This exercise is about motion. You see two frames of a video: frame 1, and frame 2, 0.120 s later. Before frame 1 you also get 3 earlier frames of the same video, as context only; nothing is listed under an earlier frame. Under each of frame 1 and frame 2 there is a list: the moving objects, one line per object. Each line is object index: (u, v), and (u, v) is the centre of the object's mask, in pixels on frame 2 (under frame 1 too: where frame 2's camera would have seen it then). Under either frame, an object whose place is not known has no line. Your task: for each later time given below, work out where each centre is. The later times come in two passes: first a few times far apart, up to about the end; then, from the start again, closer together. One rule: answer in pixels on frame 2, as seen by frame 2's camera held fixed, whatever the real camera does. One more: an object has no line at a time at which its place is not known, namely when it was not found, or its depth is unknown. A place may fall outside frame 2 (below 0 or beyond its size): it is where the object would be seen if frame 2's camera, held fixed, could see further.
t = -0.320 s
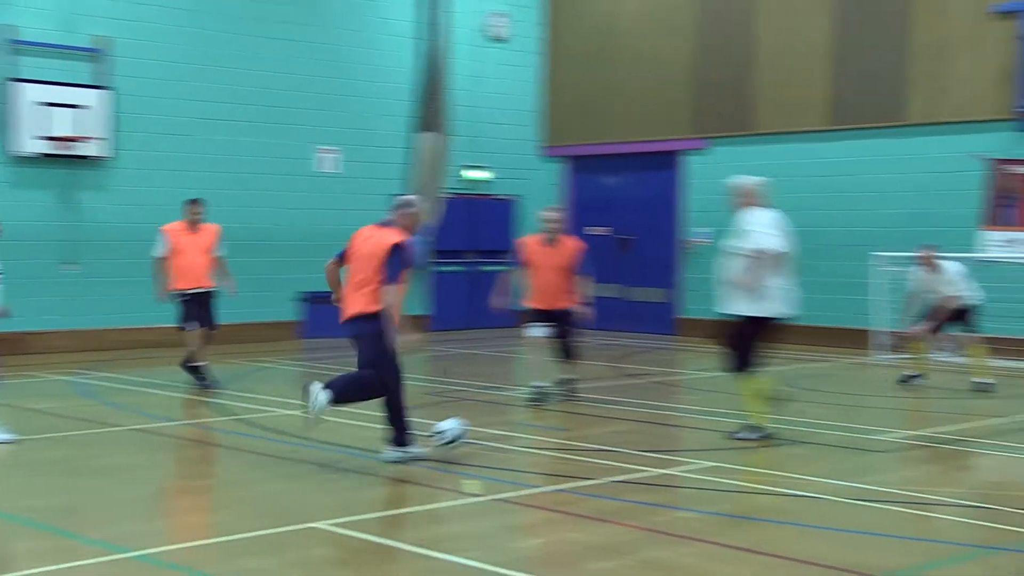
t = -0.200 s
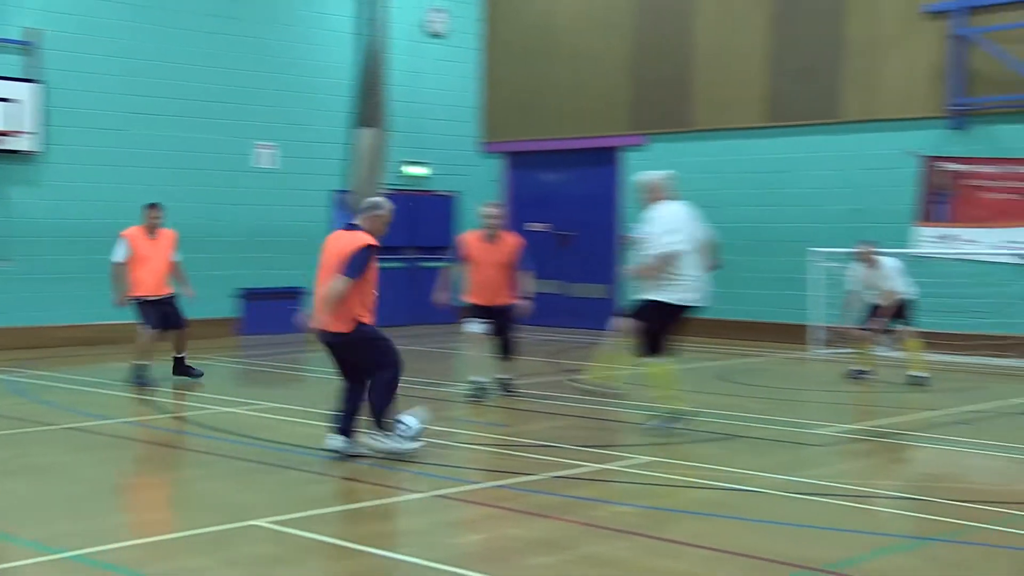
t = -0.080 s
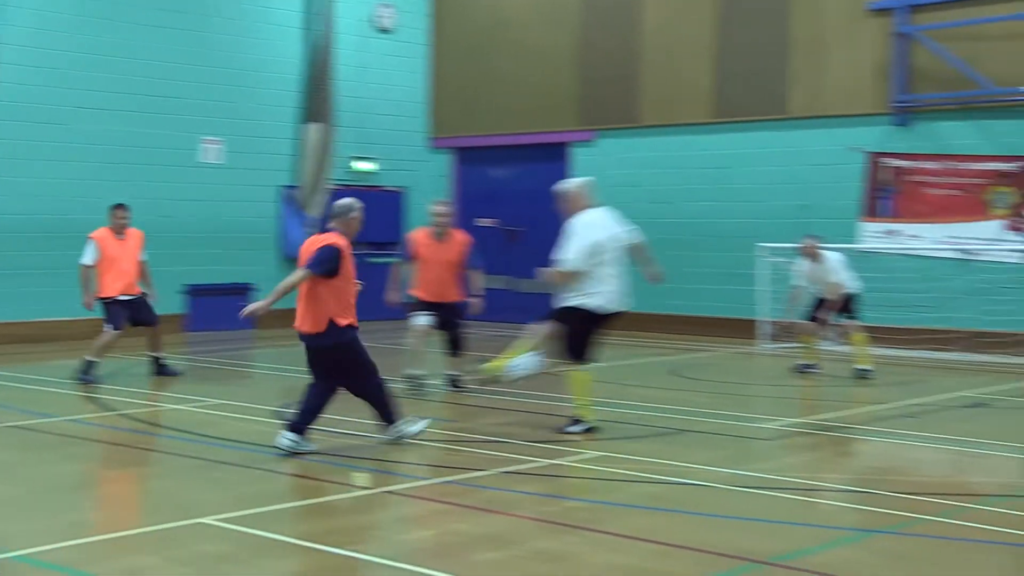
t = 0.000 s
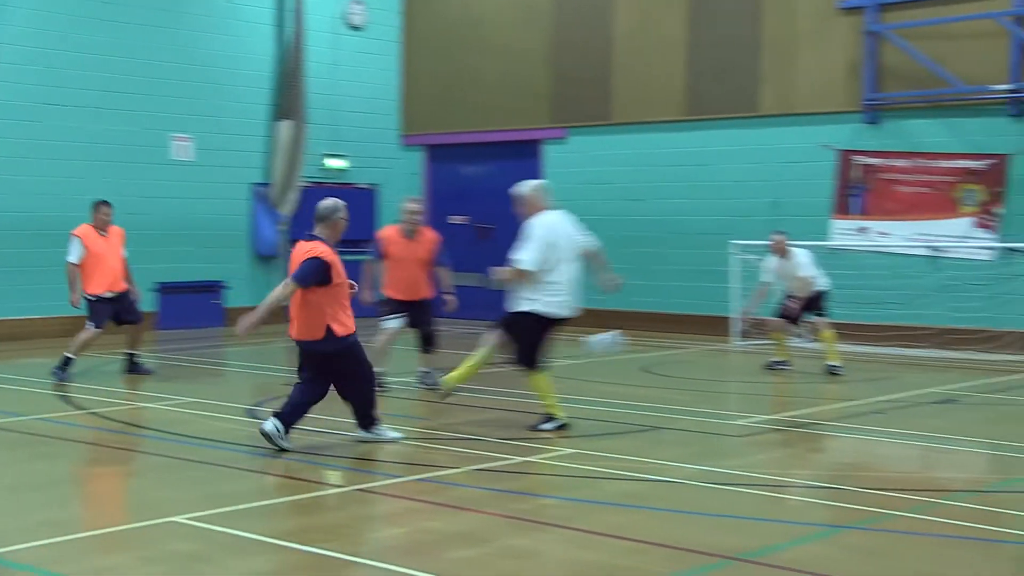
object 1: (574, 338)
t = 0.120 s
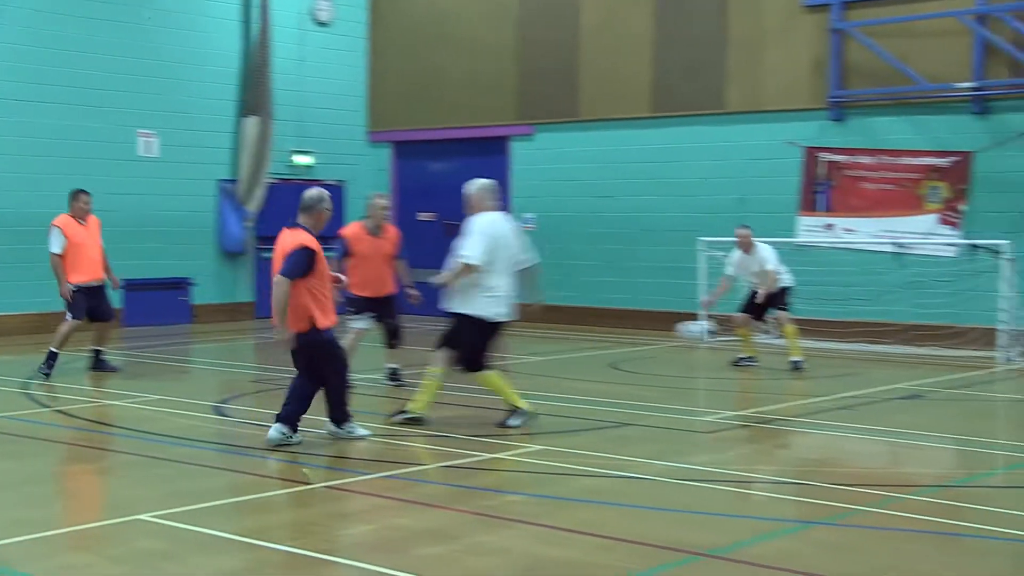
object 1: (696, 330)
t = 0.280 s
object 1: (826, 343)
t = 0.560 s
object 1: (970, 323)
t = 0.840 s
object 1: (974, 322)
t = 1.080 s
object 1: (943, 340)
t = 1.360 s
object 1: (919, 344)
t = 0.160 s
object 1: (730, 329)
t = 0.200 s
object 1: (767, 333)
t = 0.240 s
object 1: (797, 338)
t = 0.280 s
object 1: (826, 343)
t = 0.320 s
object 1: (856, 351)
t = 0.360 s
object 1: (882, 356)
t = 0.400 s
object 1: (904, 345)
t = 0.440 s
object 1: (921, 337)
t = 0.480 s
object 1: (937, 332)
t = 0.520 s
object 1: (953, 327)
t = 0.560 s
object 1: (970, 323)
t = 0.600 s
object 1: (986, 319)
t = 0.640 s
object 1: (993, 317)
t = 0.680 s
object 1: (994, 316)
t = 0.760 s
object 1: (984, 316)
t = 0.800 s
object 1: (979, 318)
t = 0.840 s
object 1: (974, 322)
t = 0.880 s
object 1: (968, 326)
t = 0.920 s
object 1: (962, 333)
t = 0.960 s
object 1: (957, 340)
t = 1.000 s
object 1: (951, 349)
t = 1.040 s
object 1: (947, 345)
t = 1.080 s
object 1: (943, 340)
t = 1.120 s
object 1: (940, 337)
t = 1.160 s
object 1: (937, 335)
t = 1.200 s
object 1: (933, 335)
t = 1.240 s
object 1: (929, 335)
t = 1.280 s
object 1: (926, 337)
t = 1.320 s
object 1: (922, 340)
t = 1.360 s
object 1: (919, 344)
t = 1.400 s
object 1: (914, 350)
